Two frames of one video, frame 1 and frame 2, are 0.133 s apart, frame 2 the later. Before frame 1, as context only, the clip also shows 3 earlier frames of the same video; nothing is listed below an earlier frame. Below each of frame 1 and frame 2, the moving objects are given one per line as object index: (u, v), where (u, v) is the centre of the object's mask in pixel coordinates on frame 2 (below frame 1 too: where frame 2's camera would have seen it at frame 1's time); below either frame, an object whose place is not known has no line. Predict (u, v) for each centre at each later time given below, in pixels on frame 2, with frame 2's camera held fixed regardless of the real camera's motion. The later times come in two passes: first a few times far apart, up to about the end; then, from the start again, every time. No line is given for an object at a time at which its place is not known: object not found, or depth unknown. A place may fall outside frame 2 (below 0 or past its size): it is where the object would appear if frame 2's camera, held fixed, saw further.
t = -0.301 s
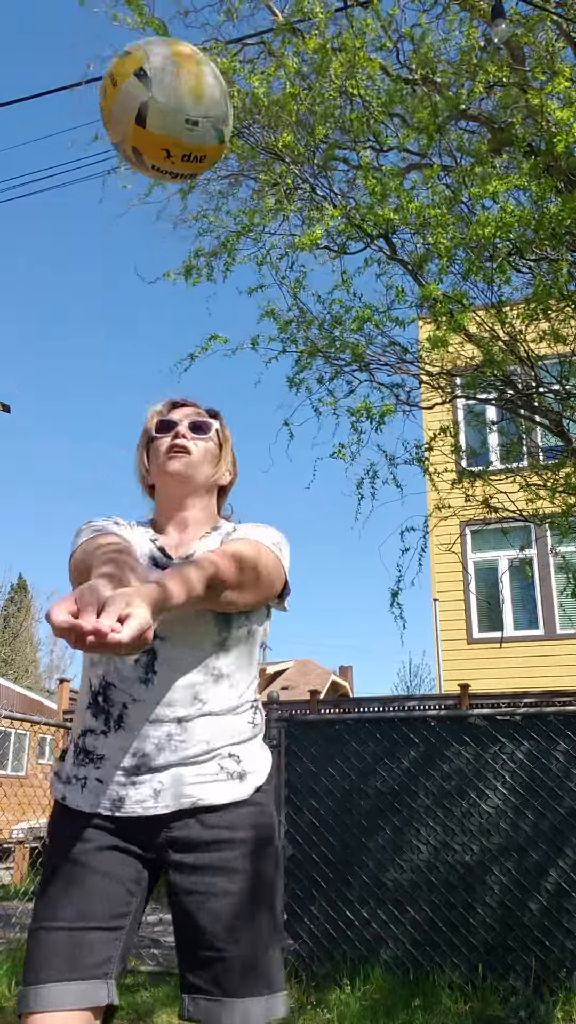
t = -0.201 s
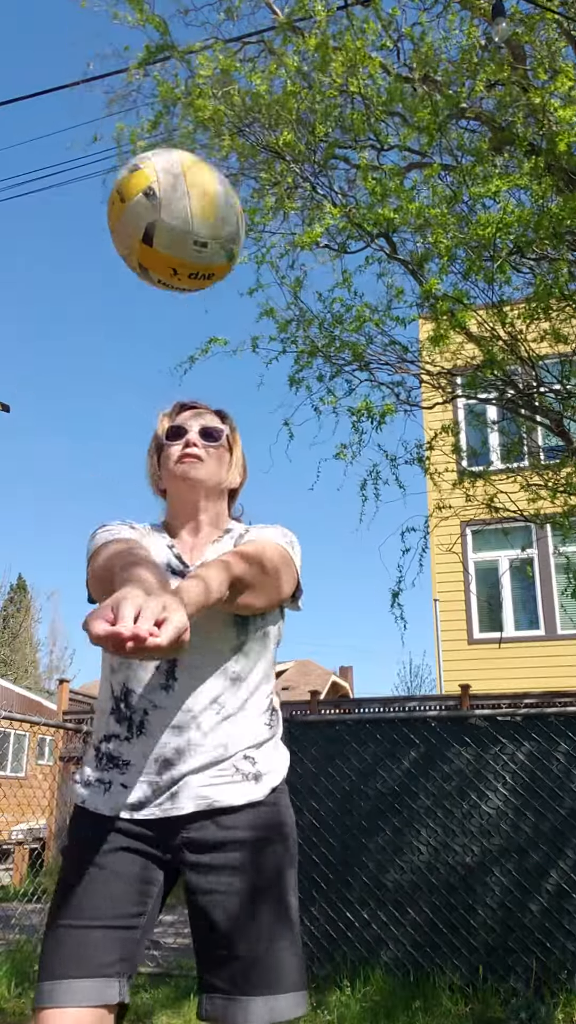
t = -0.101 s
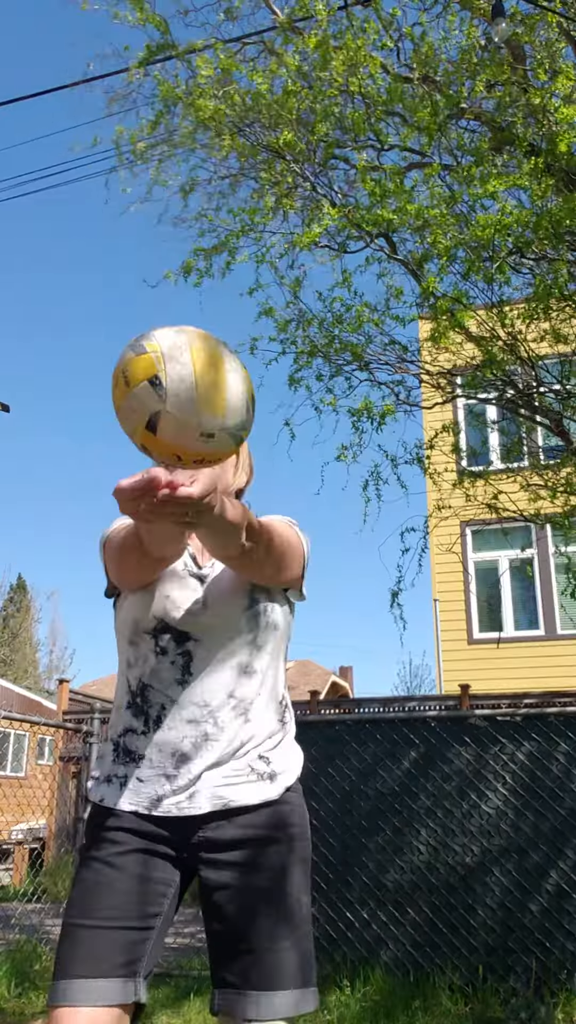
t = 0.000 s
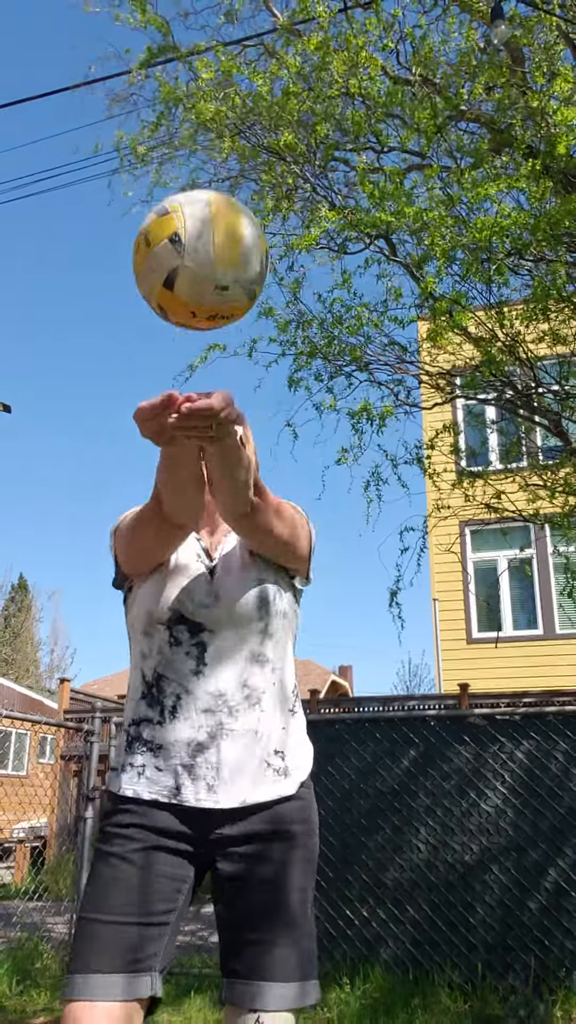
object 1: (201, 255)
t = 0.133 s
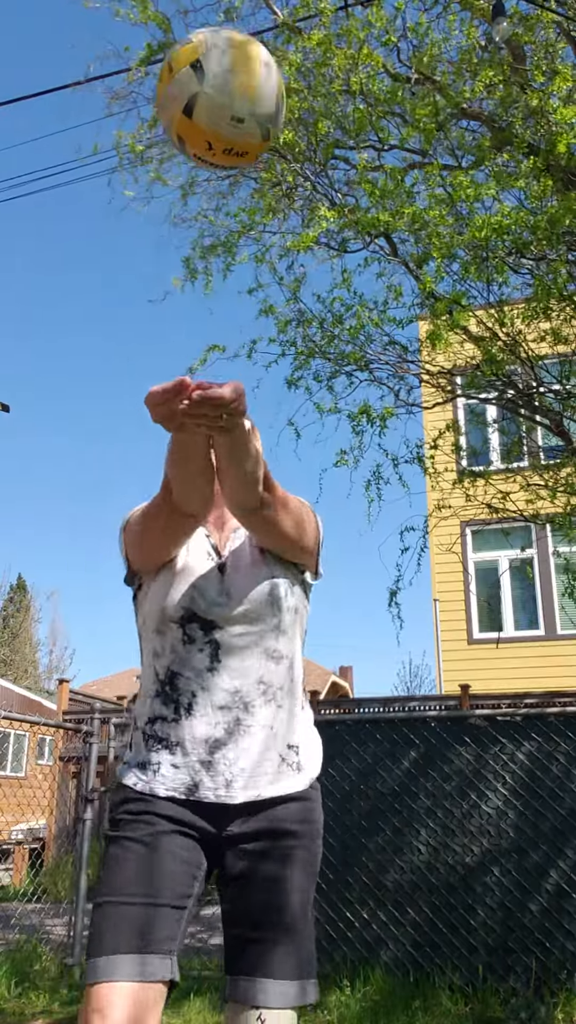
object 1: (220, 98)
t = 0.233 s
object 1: (234, 51)
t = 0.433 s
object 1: (257, 70)
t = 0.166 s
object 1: (226, 73)
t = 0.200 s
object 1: (230, 58)
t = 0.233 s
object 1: (234, 51)
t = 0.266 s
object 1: (238, 47)
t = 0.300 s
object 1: (242, 46)
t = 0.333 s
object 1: (246, 47)
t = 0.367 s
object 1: (250, 50)
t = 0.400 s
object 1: (253, 57)
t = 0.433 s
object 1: (257, 70)
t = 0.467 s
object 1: (261, 92)
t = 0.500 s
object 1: (266, 122)
